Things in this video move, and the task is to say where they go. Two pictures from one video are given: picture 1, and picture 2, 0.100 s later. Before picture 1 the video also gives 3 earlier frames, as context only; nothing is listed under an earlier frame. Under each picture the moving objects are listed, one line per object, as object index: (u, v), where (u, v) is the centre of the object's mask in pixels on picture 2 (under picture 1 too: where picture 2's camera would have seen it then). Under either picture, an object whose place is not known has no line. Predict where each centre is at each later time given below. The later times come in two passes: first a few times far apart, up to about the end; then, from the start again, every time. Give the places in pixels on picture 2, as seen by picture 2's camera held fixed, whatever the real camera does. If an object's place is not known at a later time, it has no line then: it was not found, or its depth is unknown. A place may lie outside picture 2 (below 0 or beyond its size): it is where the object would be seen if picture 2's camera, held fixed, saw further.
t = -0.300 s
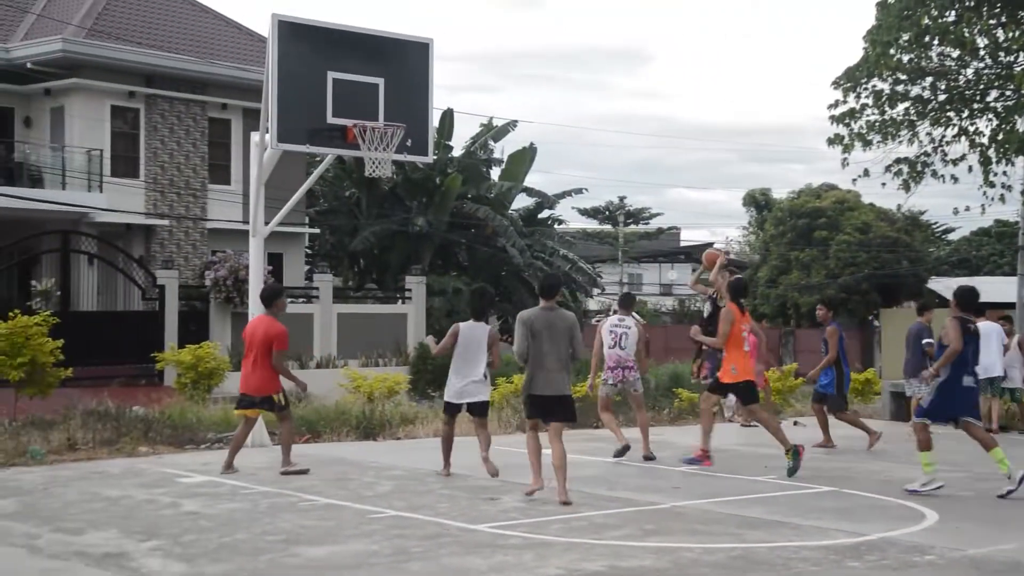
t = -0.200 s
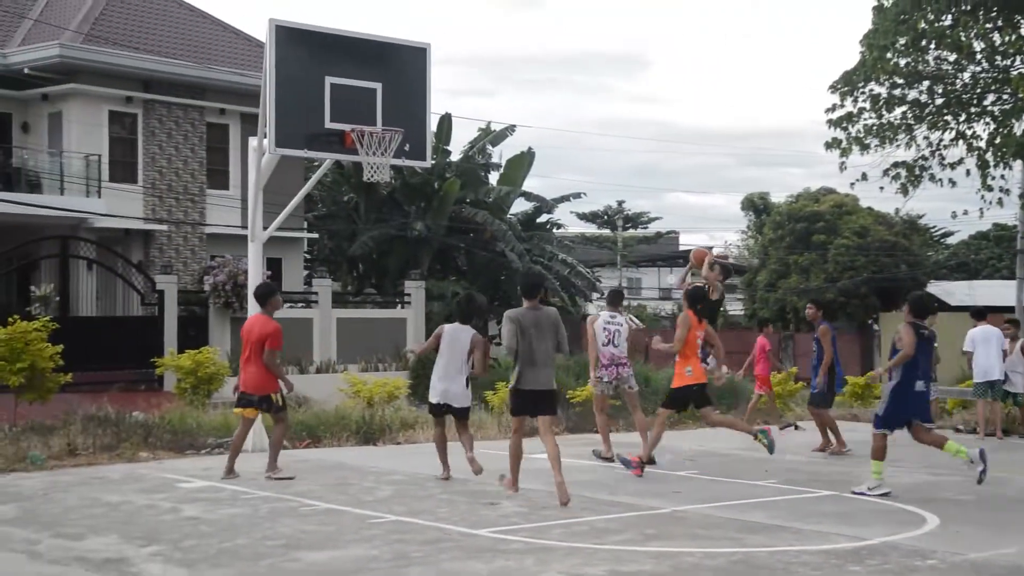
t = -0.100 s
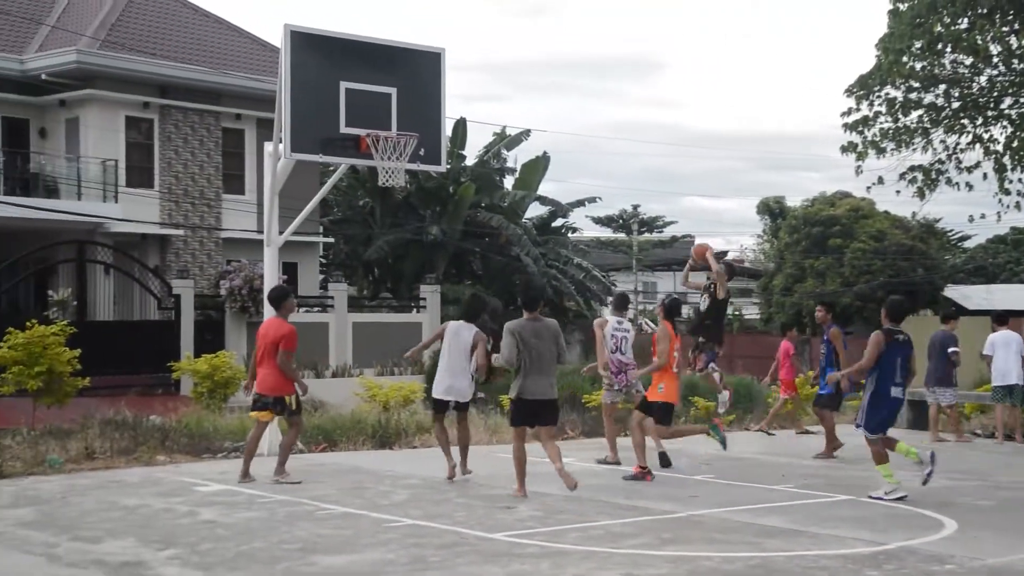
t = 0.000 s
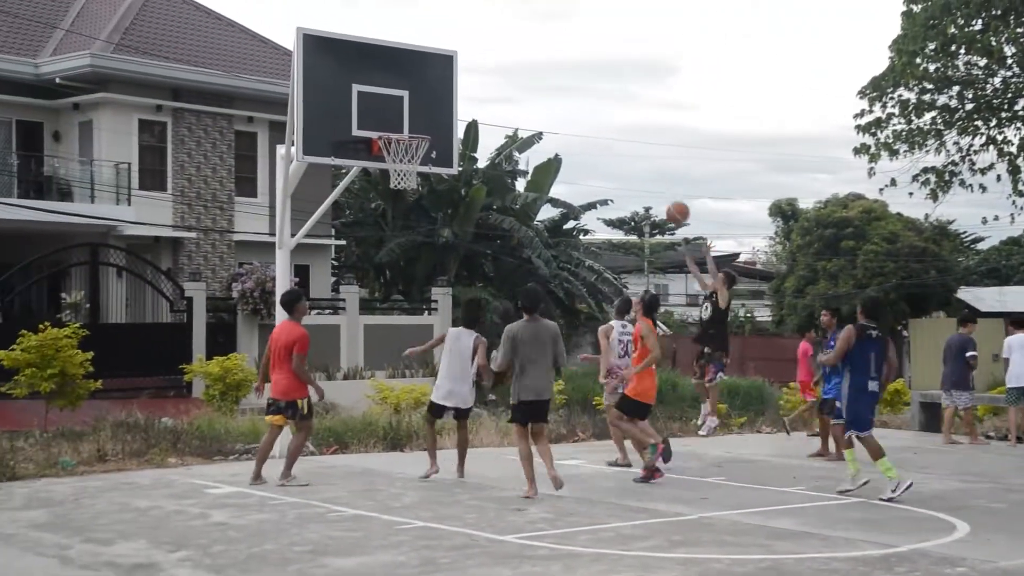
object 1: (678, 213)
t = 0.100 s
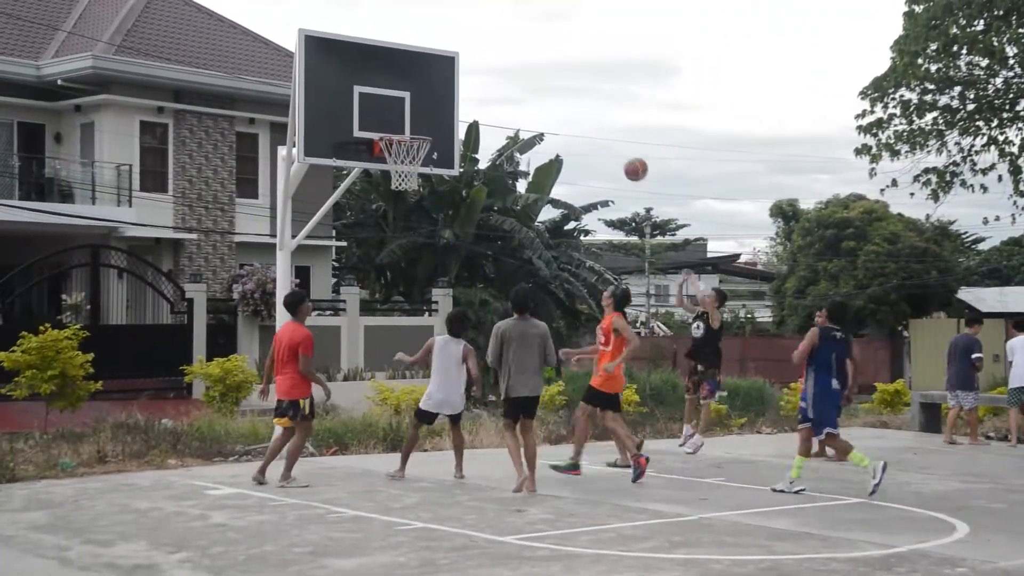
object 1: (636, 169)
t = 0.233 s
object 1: (578, 125)
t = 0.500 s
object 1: (460, 87)
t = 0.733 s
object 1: (397, 103)
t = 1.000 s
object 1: (389, 117)
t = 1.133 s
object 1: (391, 130)
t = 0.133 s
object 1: (621, 157)
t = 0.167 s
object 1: (607, 145)
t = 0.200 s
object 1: (592, 134)
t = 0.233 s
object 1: (578, 125)
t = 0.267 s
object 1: (564, 116)
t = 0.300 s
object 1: (549, 109)
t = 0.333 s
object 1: (533, 102)
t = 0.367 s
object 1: (519, 97)
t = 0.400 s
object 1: (504, 93)
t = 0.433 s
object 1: (490, 90)
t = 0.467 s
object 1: (475, 88)
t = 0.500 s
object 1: (460, 87)
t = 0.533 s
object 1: (445, 87)
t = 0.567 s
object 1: (430, 88)
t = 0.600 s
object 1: (415, 90)
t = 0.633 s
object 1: (406, 92)
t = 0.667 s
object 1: (402, 94)
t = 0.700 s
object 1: (400, 98)
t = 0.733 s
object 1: (397, 103)
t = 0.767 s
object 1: (393, 108)
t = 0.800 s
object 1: (390, 118)
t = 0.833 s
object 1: (387, 124)
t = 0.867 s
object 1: (387, 121)
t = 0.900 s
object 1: (388, 118)
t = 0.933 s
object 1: (388, 117)
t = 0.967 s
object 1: (388, 116)
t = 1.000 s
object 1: (389, 117)
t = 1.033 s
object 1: (390, 118)
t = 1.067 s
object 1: (390, 120)
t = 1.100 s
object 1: (391, 125)
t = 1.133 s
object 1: (391, 130)
